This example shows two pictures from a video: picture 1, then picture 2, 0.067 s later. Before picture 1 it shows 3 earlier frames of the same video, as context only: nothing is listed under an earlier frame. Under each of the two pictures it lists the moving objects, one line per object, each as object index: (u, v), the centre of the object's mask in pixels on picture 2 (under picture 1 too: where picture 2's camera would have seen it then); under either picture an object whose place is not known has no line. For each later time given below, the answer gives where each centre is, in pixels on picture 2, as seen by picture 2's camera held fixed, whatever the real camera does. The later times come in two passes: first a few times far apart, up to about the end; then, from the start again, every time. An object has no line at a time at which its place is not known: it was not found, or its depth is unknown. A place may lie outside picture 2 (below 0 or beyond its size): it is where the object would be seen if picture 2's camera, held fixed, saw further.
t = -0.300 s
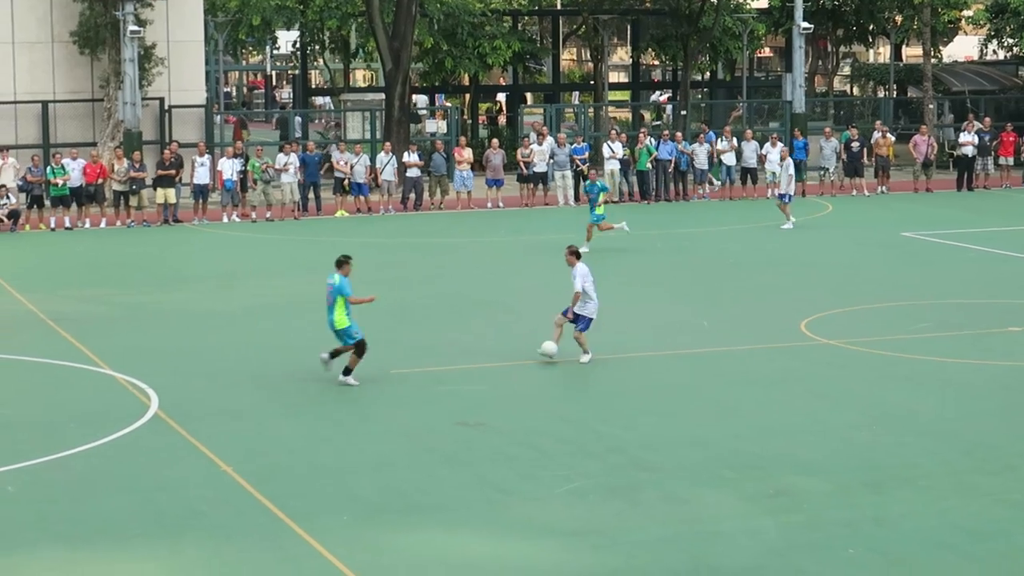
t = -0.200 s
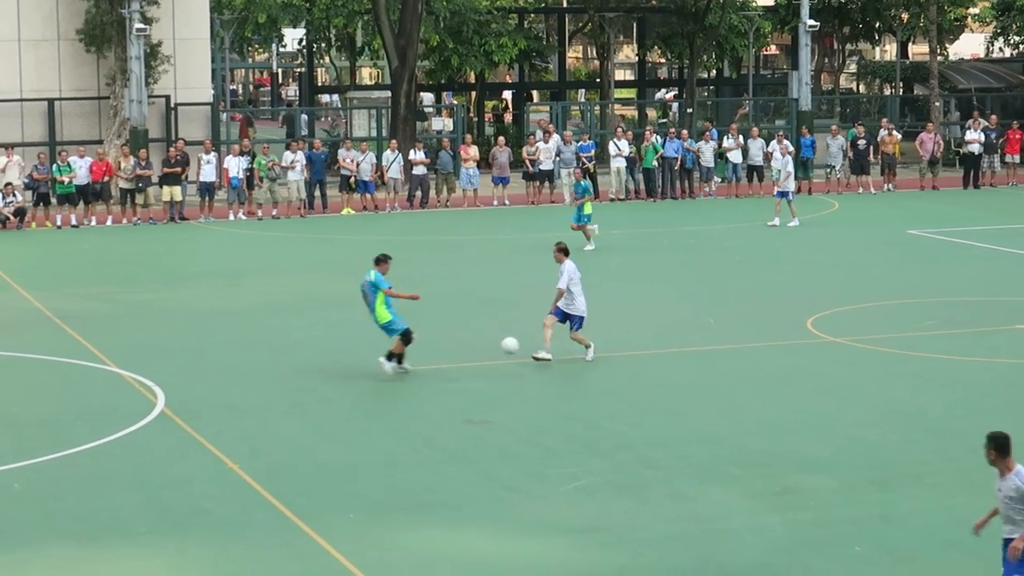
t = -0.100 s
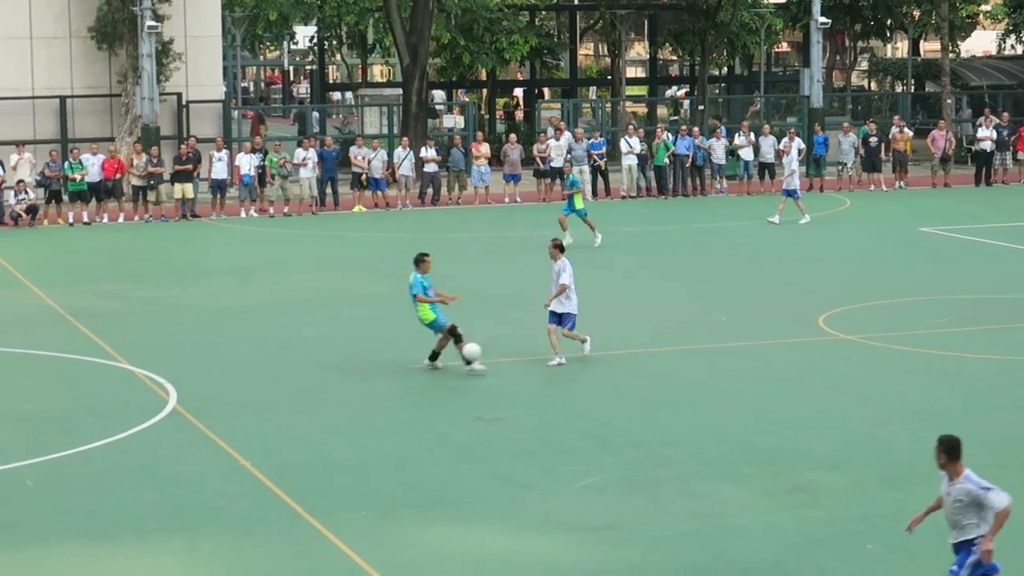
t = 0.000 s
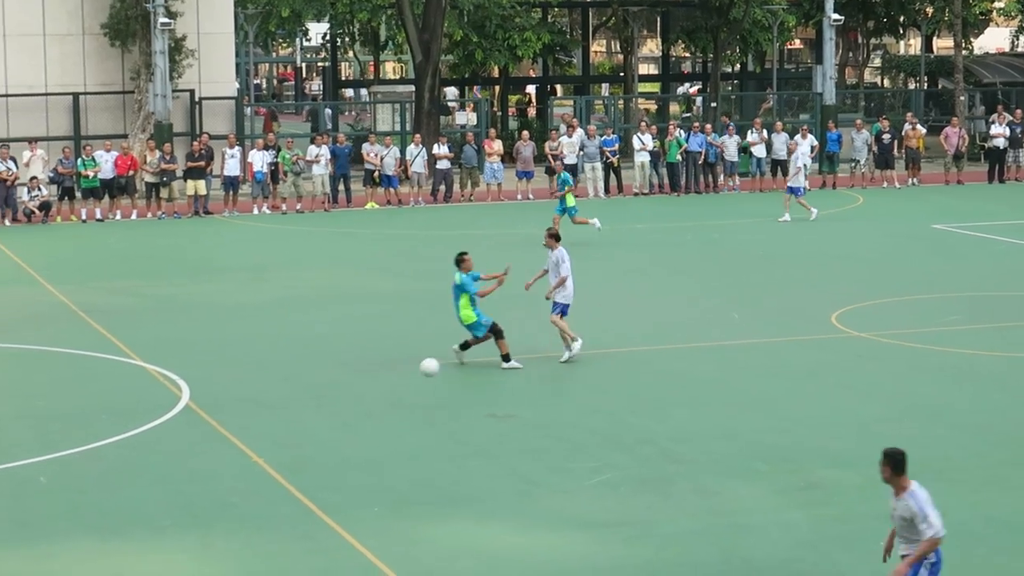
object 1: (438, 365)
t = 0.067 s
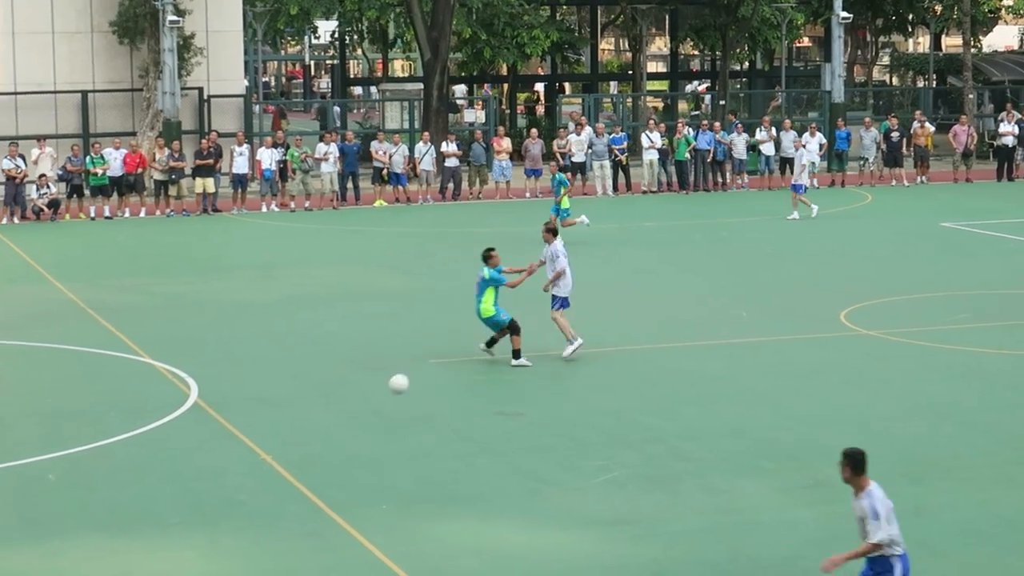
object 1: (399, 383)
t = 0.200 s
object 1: (313, 440)
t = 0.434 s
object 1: (171, 465)
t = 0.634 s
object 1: (32, 534)
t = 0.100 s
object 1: (378, 395)
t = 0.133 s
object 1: (357, 408)
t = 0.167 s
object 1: (336, 422)
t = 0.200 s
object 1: (313, 440)
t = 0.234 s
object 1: (293, 451)
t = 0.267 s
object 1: (273, 449)
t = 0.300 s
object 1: (254, 450)
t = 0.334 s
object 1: (234, 451)
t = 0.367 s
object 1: (213, 454)
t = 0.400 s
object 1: (192, 459)
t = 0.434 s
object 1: (171, 465)
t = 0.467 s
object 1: (149, 472)
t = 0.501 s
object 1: (126, 481)
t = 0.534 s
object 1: (104, 492)
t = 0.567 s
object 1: (80, 504)
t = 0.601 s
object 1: (56, 518)
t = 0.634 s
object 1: (32, 534)
